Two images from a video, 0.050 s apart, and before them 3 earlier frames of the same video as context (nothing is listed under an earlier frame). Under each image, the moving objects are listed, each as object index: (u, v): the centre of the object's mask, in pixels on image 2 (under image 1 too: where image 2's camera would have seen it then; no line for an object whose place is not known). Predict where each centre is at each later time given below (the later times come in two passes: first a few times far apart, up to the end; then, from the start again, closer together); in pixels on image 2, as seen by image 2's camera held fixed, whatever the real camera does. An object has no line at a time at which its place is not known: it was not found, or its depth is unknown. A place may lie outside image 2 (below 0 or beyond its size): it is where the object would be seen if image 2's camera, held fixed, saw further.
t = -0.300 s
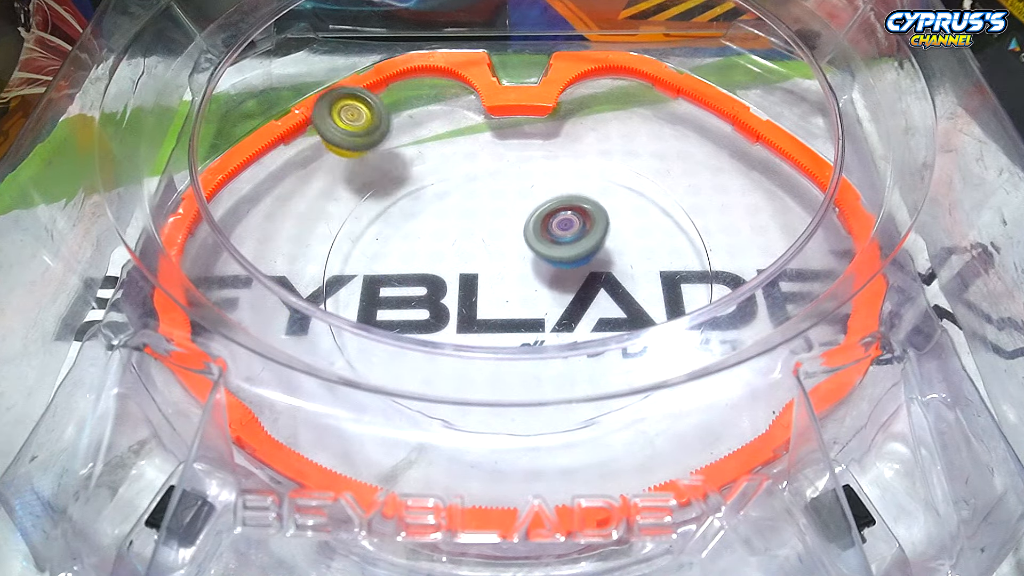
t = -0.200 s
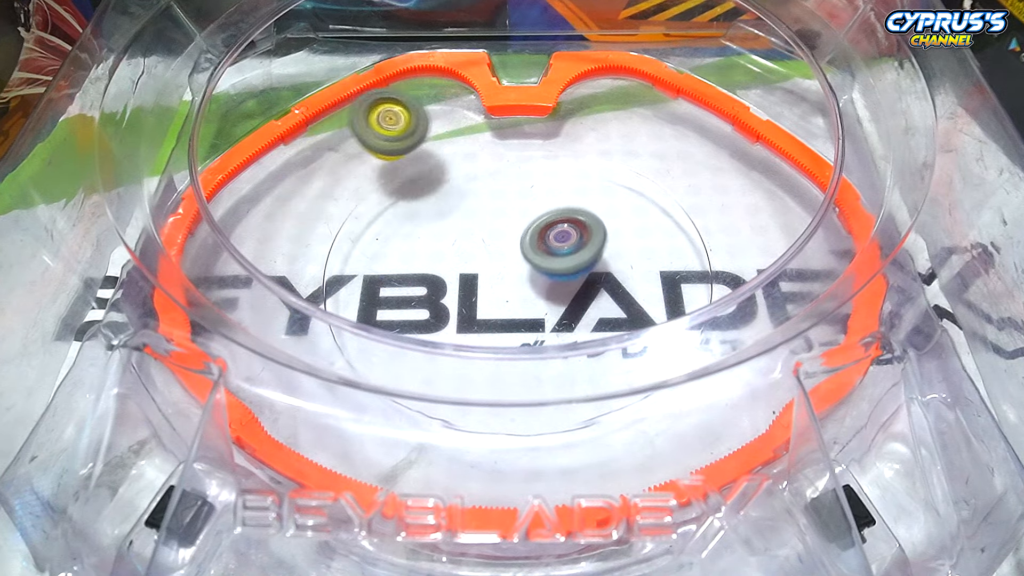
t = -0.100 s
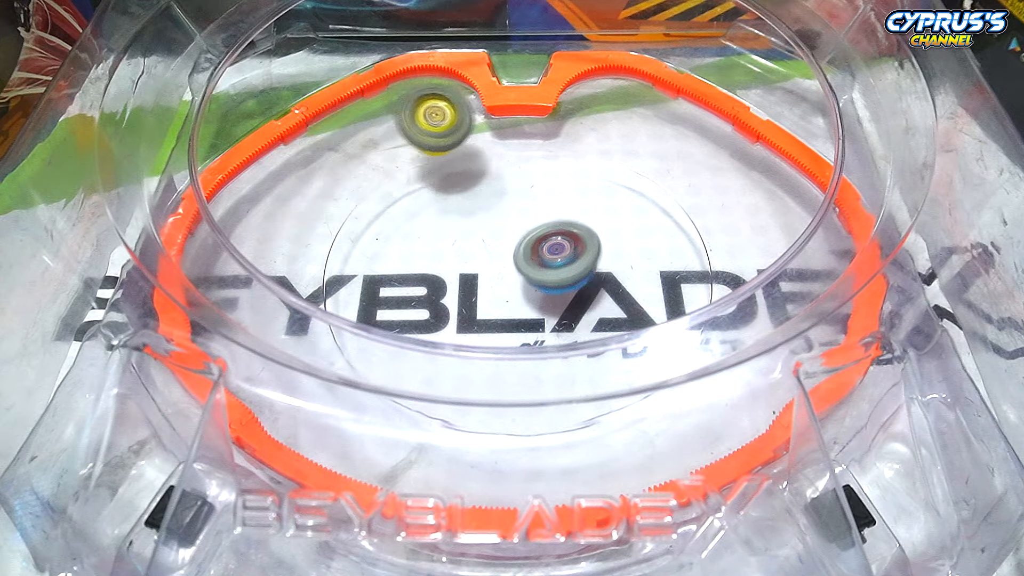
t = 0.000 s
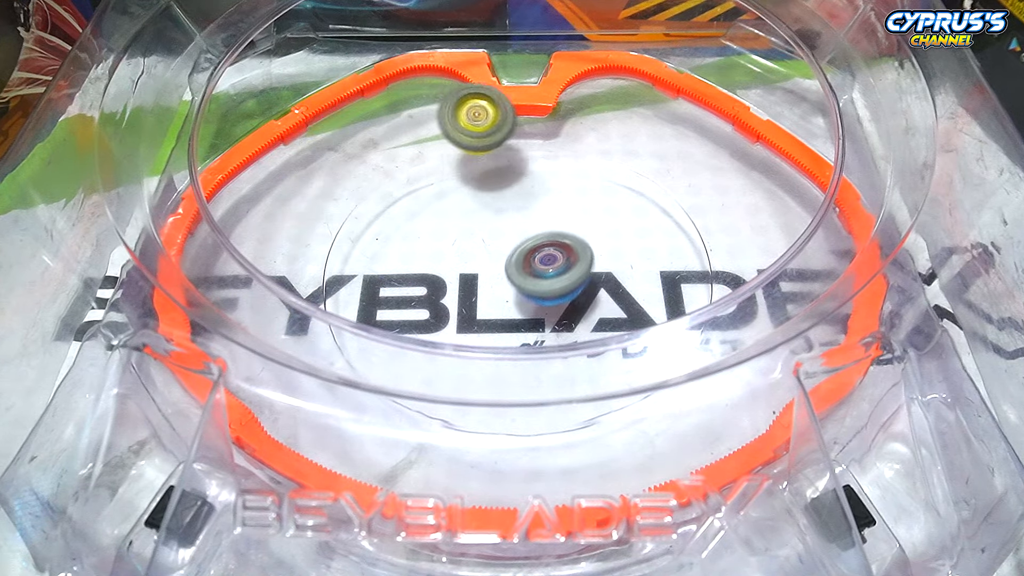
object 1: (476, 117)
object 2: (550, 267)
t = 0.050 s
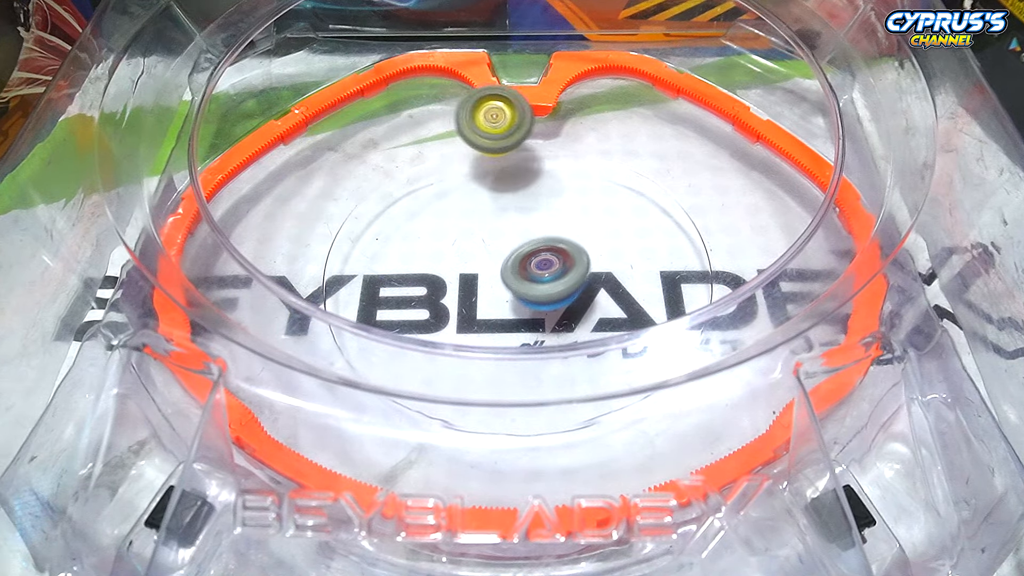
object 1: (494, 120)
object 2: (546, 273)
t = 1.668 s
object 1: (413, 324)
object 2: (504, 207)
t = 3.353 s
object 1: (633, 278)
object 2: (480, 282)
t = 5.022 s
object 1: (506, 170)
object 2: (560, 263)
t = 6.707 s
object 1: (409, 260)
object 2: (508, 214)
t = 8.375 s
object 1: (540, 313)
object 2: (468, 255)
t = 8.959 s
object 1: (424, 257)
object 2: (511, 213)
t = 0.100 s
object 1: (510, 123)
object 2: (541, 278)
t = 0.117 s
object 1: (515, 125)
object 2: (540, 280)
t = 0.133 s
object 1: (519, 126)
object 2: (538, 281)
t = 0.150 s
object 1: (524, 129)
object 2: (537, 282)
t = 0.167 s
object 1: (528, 131)
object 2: (535, 284)
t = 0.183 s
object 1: (532, 133)
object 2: (533, 285)
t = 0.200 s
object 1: (537, 136)
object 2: (532, 286)
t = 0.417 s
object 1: (586, 183)
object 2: (508, 296)
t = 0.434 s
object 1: (590, 188)
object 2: (506, 297)
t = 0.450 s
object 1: (594, 194)
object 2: (505, 297)
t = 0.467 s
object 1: (598, 199)
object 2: (504, 297)
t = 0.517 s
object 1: (610, 214)
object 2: (498, 297)
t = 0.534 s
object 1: (613, 219)
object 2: (497, 297)
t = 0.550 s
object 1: (617, 224)
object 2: (495, 297)
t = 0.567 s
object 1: (621, 229)
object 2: (494, 297)
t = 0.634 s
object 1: (634, 250)
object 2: (487, 294)
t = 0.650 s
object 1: (636, 255)
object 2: (486, 293)
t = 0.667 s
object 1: (639, 261)
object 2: (484, 293)
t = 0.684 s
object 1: (642, 265)
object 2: (483, 292)
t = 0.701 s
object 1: (644, 270)
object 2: (481, 291)
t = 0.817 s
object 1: (654, 297)
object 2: (473, 282)
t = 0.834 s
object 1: (655, 299)
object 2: (472, 280)
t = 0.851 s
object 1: (654, 301)
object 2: (471, 279)
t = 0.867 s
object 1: (654, 303)
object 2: (470, 277)
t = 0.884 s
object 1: (653, 306)
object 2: (469, 276)
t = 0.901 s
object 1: (651, 308)
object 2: (469, 274)
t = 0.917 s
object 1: (650, 311)
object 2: (468, 272)
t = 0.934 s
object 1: (645, 321)
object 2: (468, 270)
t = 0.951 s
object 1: (642, 326)
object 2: (467, 269)
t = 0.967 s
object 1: (637, 330)
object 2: (467, 267)
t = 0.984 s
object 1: (632, 333)
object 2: (467, 265)
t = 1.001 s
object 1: (627, 334)
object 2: (466, 263)
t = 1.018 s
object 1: (624, 335)
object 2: (466, 261)
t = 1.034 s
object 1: (620, 349)
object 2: (466, 259)
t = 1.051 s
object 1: (619, 351)
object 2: (466, 257)
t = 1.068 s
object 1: (615, 354)
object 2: (466, 256)
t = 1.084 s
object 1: (611, 356)
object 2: (466, 254)
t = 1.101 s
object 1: (607, 359)
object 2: (466, 252)
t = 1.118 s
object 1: (603, 360)
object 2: (466, 250)
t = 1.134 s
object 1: (598, 364)
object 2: (467, 248)
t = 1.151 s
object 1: (593, 366)
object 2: (467, 246)
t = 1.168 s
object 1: (588, 373)
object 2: (467, 245)
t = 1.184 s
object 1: (582, 374)
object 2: (468, 243)
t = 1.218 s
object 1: (570, 375)
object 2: (469, 239)
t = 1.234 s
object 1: (563, 376)
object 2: (470, 237)
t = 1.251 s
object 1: (557, 377)
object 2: (470, 235)
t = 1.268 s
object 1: (551, 378)
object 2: (471, 234)
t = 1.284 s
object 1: (544, 378)
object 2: (473, 232)
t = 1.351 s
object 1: (518, 384)
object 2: (477, 225)
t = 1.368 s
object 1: (511, 383)
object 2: (478, 223)
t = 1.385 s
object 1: (504, 379)
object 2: (479, 222)
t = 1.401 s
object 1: (497, 372)
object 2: (481, 220)
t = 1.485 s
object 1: (467, 363)
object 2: (488, 214)
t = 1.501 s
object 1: (463, 361)
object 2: (489, 212)
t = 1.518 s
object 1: (457, 358)
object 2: (490, 211)
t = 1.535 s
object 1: (451, 357)
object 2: (492, 210)
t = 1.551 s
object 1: (446, 357)
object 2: (493, 210)
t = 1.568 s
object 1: (441, 357)
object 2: (495, 209)
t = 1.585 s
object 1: (436, 342)
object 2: (496, 208)
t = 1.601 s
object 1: (431, 342)
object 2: (498, 208)
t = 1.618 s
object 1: (427, 338)
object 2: (499, 207)
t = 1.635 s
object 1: (421, 333)
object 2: (501, 207)
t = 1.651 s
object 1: (417, 330)
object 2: (502, 207)
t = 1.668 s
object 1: (413, 324)
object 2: (504, 207)
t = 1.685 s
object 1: (411, 314)
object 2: (505, 207)
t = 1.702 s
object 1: (407, 311)
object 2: (507, 206)
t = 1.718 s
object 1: (403, 308)
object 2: (508, 206)
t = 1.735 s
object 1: (401, 305)
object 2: (509, 207)
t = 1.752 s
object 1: (398, 302)
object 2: (511, 207)
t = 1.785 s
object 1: (392, 296)
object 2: (514, 207)
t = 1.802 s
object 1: (390, 293)
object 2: (515, 208)
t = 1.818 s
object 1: (388, 289)
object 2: (516, 208)
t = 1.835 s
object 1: (387, 285)
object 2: (517, 209)
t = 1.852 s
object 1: (386, 281)
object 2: (518, 210)
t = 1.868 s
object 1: (387, 276)
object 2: (519, 210)
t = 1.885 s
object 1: (386, 271)
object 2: (520, 211)
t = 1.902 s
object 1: (386, 267)
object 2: (521, 211)
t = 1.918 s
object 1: (386, 262)
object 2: (522, 211)
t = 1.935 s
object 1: (386, 258)
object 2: (523, 212)
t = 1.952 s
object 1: (387, 253)
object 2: (524, 212)
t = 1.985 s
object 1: (388, 244)
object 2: (527, 214)
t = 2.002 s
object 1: (389, 239)
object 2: (529, 215)
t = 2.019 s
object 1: (390, 235)
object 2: (530, 216)
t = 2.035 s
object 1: (391, 229)
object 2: (532, 218)
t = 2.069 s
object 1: (394, 221)
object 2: (536, 221)
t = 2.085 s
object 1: (396, 217)
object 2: (537, 222)
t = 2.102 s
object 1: (398, 213)
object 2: (539, 224)
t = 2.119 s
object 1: (399, 209)
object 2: (541, 225)
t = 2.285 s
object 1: (426, 173)
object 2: (554, 243)
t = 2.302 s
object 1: (429, 170)
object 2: (555, 245)
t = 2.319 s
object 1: (433, 167)
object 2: (556, 246)
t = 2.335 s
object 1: (437, 165)
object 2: (556, 248)
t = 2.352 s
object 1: (440, 162)
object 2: (556, 250)
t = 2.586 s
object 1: (501, 145)
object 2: (559, 265)
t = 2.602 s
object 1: (506, 145)
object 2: (559, 266)
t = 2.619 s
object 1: (511, 145)
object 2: (559, 267)
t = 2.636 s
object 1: (515, 145)
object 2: (558, 268)
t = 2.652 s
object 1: (520, 146)
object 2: (558, 269)
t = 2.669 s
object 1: (524, 146)
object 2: (557, 270)
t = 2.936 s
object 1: (588, 178)
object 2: (524, 287)
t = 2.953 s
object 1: (591, 181)
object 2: (522, 288)
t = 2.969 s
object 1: (595, 184)
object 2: (520, 289)
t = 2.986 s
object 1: (598, 187)
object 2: (517, 289)
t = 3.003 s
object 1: (601, 190)
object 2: (514, 290)
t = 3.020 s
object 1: (604, 194)
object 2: (512, 290)
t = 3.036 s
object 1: (607, 198)
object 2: (509, 291)
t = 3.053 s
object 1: (610, 201)
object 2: (507, 291)
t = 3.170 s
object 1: (626, 229)
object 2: (493, 289)
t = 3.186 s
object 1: (627, 234)
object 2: (491, 288)
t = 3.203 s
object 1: (629, 238)
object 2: (490, 288)
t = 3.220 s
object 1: (630, 243)
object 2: (488, 287)
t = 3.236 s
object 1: (631, 248)
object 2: (487, 286)
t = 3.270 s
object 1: (633, 257)
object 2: (485, 285)
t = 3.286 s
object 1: (633, 261)
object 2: (483, 284)
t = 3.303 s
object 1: (634, 265)
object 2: (482, 284)
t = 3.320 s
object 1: (634, 269)
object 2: (482, 283)
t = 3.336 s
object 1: (634, 273)
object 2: (481, 282)
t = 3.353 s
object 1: (633, 278)
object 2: (480, 282)
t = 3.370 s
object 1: (633, 282)
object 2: (479, 281)
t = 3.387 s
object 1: (631, 286)
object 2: (477, 280)
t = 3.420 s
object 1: (628, 293)
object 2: (475, 277)
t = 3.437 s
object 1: (626, 295)
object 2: (474, 276)
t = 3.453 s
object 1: (625, 298)
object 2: (473, 274)
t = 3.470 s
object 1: (622, 300)
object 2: (472, 273)
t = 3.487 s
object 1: (619, 302)
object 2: (471, 272)
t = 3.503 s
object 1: (616, 305)
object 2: (470, 270)
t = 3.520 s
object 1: (612, 307)
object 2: (469, 268)
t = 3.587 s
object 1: (598, 315)
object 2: (466, 262)
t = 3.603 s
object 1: (593, 316)
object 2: (466, 260)
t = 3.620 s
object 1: (590, 326)
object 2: (465, 259)
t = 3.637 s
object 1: (585, 328)
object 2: (465, 257)
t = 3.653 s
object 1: (581, 330)
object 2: (465, 255)
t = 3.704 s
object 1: (565, 335)
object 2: (465, 249)
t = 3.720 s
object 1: (561, 337)
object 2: (465, 248)
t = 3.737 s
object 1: (555, 338)
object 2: (465, 246)
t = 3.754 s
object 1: (549, 339)
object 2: (466, 244)
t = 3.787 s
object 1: (538, 341)
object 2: (467, 241)
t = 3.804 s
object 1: (532, 342)
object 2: (468, 239)
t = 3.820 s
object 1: (526, 342)
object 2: (468, 238)
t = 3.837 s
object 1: (521, 342)
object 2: (469, 236)
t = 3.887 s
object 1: (503, 341)
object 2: (472, 232)
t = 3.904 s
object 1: (498, 340)
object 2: (473, 231)
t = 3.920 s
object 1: (492, 339)
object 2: (474, 229)
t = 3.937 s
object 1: (486, 337)
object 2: (475, 228)
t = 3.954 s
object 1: (480, 335)
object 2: (477, 226)
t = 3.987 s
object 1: (470, 333)
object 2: (480, 224)
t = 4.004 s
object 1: (465, 330)
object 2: (481, 223)
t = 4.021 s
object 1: (460, 321)
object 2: (483, 222)
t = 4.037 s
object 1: (455, 320)
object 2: (485, 221)
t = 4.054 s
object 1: (450, 318)
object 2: (486, 220)
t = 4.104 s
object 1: (437, 313)
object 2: (492, 217)
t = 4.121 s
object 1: (433, 311)
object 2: (494, 216)
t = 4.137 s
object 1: (427, 307)
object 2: (495, 215)
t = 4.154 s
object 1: (425, 306)
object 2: (497, 215)
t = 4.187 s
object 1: (418, 301)
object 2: (501, 214)
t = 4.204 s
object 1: (414, 299)
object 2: (503, 213)
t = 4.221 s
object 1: (412, 297)
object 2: (504, 212)
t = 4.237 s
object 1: (409, 294)
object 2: (506, 212)
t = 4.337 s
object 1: (398, 271)
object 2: (516, 211)
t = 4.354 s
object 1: (396, 268)
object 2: (518, 211)
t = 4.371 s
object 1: (395, 264)
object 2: (520, 211)
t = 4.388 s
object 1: (395, 259)
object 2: (521, 211)
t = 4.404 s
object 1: (394, 255)
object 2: (523, 212)
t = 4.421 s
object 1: (394, 251)
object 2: (524, 212)
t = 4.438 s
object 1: (394, 248)
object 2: (526, 213)
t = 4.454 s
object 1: (395, 244)
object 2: (528, 213)
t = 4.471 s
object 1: (395, 240)
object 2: (529, 214)
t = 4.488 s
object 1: (396, 236)
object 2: (531, 215)
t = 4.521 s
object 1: (398, 228)
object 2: (534, 216)
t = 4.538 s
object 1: (399, 225)
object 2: (536, 217)
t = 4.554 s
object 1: (401, 222)
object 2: (537, 218)
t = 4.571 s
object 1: (403, 218)
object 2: (539, 219)
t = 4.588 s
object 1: (405, 215)
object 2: (540, 221)
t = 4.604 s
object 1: (407, 212)
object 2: (542, 222)
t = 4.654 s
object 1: (415, 203)
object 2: (545, 226)
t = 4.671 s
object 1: (418, 200)
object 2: (547, 227)
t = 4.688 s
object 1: (421, 197)
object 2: (548, 229)
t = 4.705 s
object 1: (425, 195)
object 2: (549, 230)
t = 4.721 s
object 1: (428, 193)
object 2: (550, 232)
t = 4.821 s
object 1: (451, 181)
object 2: (556, 242)
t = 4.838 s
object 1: (456, 180)
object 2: (557, 244)
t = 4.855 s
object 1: (460, 179)
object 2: (557, 246)
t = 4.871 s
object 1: (464, 177)
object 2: (558, 248)
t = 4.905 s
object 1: (473, 175)
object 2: (559, 251)
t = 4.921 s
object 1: (478, 174)
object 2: (560, 253)
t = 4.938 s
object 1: (482, 173)
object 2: (560, 254)
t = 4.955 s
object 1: (487, 172)
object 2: (560, 256)
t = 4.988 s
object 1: (496, 171)
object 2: (560, 260)
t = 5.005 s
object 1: (501, 171)
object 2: (560, 261)
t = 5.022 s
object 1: (506, 170)
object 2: (560, 263)
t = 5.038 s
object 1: (511, 170)
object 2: (559, 265)
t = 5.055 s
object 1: (516, 171)
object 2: (559, 266)
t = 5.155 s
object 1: (544, 173)
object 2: (555, 274)
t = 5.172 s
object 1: (549, 174)
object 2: (554, 275)
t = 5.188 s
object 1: (554, 175)
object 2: (553, 277)
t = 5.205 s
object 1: (558, 176)
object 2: (551, 277)
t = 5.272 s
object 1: (576, 182)
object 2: (546, 281)
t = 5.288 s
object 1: (579, 183)
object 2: (545, 282)
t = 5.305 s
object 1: (583, 185)
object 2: (543, 282)
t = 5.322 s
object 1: (587, 187)
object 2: (541, 283)
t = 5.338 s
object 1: (590, 188)
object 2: (539, 284)
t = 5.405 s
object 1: (602, 198)
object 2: (531, 286)
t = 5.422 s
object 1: (605, 201)
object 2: (529, 286)
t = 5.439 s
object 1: (607, 204)
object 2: (527, 286)
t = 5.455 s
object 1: (609, 207)
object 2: (525, 287)
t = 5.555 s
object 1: (618, 227)
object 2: (511, 287)
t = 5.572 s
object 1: (620, 231)
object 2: (508, 287)
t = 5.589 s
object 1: (621, 235)
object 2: (506, 287)
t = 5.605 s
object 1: (622, 239)
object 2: (504, 286)
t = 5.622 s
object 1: (622, 243)
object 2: (501, 286)
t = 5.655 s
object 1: (623, 250)
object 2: (497, 285)
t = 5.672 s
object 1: (623, 254)
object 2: (495, 285)
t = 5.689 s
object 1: (623, 258)
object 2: (493, 284)
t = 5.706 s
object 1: (623, 262)
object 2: (491, 283)
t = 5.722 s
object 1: (622, 265)
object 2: (489, 282)
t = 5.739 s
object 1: (621, 269)
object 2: (487, 281)
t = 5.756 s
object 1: (620, 273)
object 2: (485, 280)
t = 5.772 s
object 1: (619, 277)
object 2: (483, 279)
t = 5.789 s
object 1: (617, 280)
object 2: (482, 278)
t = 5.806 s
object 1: (615, 283)
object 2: (480, 277)
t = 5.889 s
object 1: (602, 298)
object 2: (474, 272)
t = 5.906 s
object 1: (599, 301)
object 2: (473, 270)
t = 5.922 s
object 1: (596, 303)
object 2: (473, 269)
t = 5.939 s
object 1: (592, 304)
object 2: (472, 268)
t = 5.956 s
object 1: (588, 306)
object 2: (471, 266)
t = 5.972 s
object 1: (584, 308)
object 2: (471, 265)
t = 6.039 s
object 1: (565, 314)
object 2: (470, 258)
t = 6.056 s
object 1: (560, 316)
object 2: (470, 256)
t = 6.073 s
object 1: (555, 317)
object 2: (470, 255)
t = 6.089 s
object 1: (551, 318)
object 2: (470, 253)
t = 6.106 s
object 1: (546, 319)
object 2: (470, 251)
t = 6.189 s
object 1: (520, 321)
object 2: (470, 243)
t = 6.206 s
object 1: (514, 321)
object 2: (470, 241)
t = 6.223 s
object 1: (509, 320)
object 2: (471, 239)
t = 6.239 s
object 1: (503, 320)
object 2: (471, 238)
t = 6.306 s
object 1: (483, 317)
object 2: (474, 231)
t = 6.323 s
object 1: (478, 316)
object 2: (475, 230)
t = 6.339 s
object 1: (474, 315)
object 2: (476, 228)
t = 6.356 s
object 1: (469, 314)
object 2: (477, 227)
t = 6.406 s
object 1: (455, 310)
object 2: (481, 223)
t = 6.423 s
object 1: (451, 309)
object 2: (482, 222)
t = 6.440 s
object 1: (447, 307)
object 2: (484, 220)
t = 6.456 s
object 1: (443, 305)
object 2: (485, 219)
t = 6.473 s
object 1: (440, 303)
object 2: (487, 218)
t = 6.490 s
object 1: (436, 301)
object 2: (488, 217)
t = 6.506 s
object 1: (432, 299)
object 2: (489, 217)
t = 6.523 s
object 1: (430, 295)
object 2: (491, 216)
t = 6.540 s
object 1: (426, 293)
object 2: (492, 215)
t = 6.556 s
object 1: (424, 290)
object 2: (494, 215)
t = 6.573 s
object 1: (422, 286)
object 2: (495, 215)
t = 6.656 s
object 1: (412, 270)
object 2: (503, 214)
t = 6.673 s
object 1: (411, 267)
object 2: (504, 214)
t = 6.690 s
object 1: (410, 263)
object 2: (506, 214)
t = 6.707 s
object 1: (409, 260)
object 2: (508, 214)
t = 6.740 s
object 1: (408, 253)
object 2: (511, 214)
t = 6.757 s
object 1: (408, 249)
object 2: (512, 214)
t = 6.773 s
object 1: (408, 246)
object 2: (514, 214)
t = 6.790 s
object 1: (408, 243)
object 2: (516, 215)
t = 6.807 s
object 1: (409, 239)
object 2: (517, 215)
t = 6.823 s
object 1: (410, 236)
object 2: (519, 216)
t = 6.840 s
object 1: (411, 232)
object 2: (521, 216)
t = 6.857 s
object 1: (412, 229)
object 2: (523, 217)
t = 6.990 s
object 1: (429, 207)
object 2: (539, 225)
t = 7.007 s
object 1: (432, 205)
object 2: (541, 226)
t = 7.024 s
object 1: (435, 202)
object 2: (542, 228)
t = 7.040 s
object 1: (439, 200)
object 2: (544, 229)
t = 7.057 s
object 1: (442, 198)
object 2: (546, 231)
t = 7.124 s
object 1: (456, 191)
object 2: (552, 237)
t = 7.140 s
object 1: (460, 190)
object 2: (554, 238)
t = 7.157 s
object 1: (464, 189)
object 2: (555, 239)
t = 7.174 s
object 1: (468, 187)
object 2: (556, 241)
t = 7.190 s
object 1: (472, 186)
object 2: (557, 243)
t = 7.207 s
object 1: (476, 185)
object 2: (558, 244)
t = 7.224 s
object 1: (480, 185)
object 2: (558, 245)
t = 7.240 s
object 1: (485, 184)
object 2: (559, 247)
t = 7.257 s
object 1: (489, 183)
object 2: (559, 248)
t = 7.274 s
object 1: (493, 183)
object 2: (560, 250)
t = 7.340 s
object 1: (511, 182)
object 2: (560, 255)
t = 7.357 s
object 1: (516, 183)
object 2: (560, 257)
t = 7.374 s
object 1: (521, 183)
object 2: (560, 258)
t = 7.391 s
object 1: (525, 183)
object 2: (559, 260)
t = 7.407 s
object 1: (529, 184)
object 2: (559, 261)
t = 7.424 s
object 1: (534, 185)
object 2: (558, 263)
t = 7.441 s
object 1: (538, 185)
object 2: (558, 264)
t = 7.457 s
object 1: (543, 186)
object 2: (557, 265)
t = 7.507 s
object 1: (555, 190)
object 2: (554, 269)
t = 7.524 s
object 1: (559, 191)
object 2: (553, 270)
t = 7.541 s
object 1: (563, 193)
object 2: (553, 271)
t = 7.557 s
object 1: (567, 194)
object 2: (551, 272)
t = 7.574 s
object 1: (571, 196)
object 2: (550, 273)
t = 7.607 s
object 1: (578, 200)
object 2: (548, 275)
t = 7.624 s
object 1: (581, 202)
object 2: (546, 277)
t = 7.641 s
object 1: (584, 204)
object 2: (545, 277)
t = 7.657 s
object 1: (587, 207)
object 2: (544, 278)
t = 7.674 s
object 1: (590, 209)
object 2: (542, 279)
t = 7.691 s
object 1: (592, 211)
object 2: (540, 280)
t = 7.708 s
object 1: (595, 214)
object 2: (538, 281)
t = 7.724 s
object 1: (598, 217)
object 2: (536, 281)
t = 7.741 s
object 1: (600, 220)
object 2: (534, 282)
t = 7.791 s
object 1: (606, 229)
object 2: (528, 284)
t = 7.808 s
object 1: (607, 232)
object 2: (526, 284)
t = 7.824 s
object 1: (609, 235)
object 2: (524, 284)
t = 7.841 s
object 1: (610, 238)
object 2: (521, 284)
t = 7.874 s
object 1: (612, 245)
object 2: (516, 284)
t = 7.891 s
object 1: (612, 248)
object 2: (514, 284)
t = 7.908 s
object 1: (613, 251)
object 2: (512, 284)
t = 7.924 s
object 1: (613, 255)
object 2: (509, 283)
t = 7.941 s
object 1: (613, 258)
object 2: (507, 283)
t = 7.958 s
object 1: (613, 261)
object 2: (505, 282)
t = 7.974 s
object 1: (612, 264)
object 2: (503, 282)
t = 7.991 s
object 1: (612, 268)
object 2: (501, 282)
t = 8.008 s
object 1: (611, 270)
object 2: (498, 281)
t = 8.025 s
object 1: (610, 274)
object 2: (496, 280)
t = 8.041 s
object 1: (608, 277)
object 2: (494, 279)
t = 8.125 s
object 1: (598, 291)
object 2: (485, 274)
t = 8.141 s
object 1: (595, 294)
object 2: (483, 273)
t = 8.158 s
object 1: (593, 296)
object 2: (481, 272)
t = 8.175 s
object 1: (590, 298)
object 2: (480, 271)
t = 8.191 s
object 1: (586, 300)
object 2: (479, 270)
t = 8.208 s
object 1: (583, 302)
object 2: (478, 269)
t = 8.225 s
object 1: (579, 304)
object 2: (476, 267)
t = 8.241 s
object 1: (575, 305)
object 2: (475, 266)
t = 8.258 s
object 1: (572, 306)
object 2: (474, 265)
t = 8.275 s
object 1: (567, 307)
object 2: (473, 264)
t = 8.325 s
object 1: (554, 311)
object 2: (470, 260)
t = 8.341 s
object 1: (550, 312)
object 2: (469, 258)
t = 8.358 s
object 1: (545, 313)
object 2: (469, 257)
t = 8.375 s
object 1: (540, 313)
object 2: (468, 255)
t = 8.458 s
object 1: (515, 314)
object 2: (467, 248)
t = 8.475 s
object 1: (510, 314)
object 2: (467, 247)
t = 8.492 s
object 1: (505, 313)
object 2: (467, 246)
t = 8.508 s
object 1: (501, 313)
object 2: (468, 244)
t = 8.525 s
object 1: (496, 312)
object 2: (468, 243)
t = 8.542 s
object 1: (492, 312)
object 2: (468, 242)
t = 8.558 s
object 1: (487, 311)
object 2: (469, 240)
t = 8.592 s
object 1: (477, 309)
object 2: (470, 238)
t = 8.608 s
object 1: (473, 308)
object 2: (471, 237)
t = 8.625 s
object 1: (469, 306)
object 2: (472, 236)
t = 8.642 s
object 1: (465, 305)
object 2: (473, 234)
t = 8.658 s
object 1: (461, 304)
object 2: (475, 233)
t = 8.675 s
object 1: (457, 302)
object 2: (477, 231)
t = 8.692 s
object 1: (454, 300)
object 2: (478, 229)
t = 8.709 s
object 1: (451, 298)
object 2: (480, 228)
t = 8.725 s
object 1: (447, 296)
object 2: (482, 227)
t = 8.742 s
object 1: (444, 294)
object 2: (484, 225)
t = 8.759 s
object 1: (441, 291)
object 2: (486, 224)
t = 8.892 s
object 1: (426, 268)
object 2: (503, 215)
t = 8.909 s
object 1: (425, 266)
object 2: (505, 214)
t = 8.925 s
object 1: (424, 263)
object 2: (507, 213)
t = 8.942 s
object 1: (424, 260)
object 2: (509, 213)
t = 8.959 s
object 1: (424, 257)
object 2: (511, 213)
